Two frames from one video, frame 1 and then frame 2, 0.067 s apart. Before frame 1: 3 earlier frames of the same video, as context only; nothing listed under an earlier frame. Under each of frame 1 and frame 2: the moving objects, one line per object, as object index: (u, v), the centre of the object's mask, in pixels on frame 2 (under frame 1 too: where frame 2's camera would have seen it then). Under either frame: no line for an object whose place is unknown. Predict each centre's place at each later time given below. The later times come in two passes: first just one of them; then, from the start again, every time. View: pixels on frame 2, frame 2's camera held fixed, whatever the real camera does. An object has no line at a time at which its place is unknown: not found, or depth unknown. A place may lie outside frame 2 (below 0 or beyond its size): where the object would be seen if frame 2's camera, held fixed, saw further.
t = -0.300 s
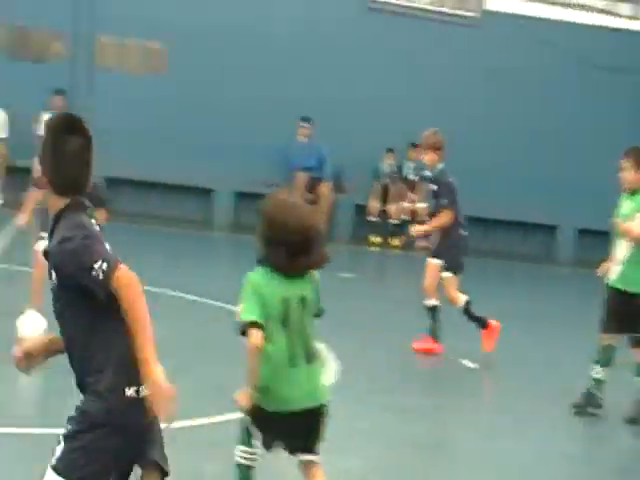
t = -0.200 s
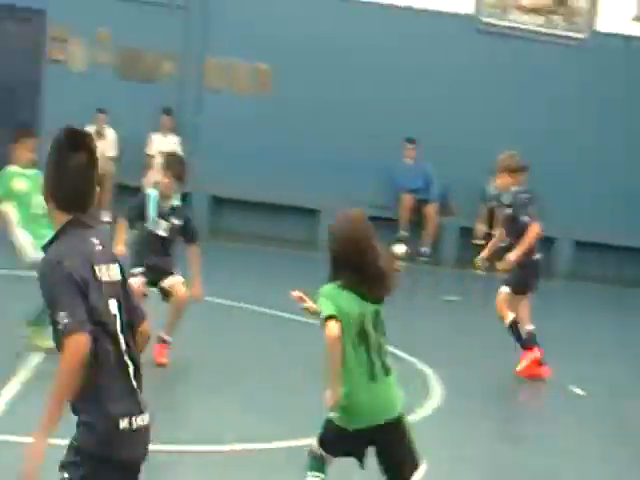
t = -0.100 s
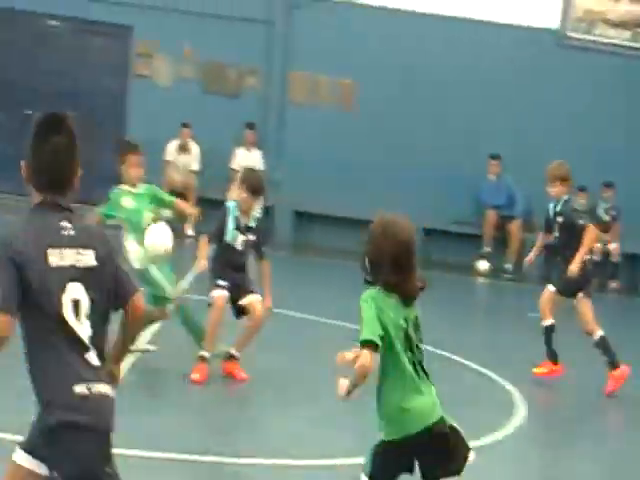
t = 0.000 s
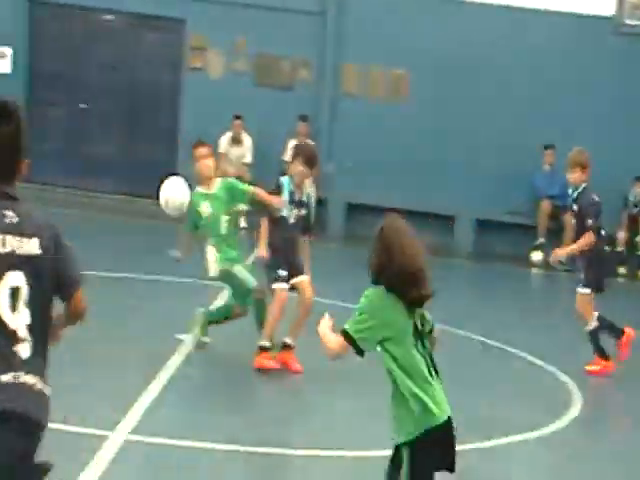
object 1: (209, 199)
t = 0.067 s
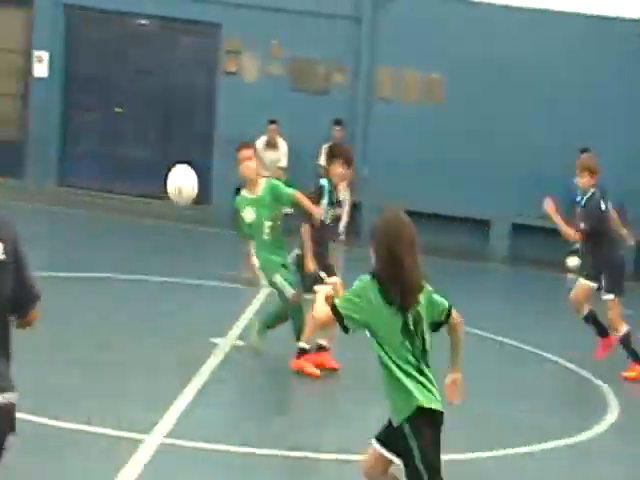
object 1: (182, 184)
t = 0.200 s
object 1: (121, 181)
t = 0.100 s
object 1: (167, 180)
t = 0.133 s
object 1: (152, 178)
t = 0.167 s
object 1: (137, 178)
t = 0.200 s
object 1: (121, 181)
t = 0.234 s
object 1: (104, 186)
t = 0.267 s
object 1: (87, 195)
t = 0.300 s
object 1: (69, 205)
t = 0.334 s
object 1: (52, 219)
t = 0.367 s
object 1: (34, 235)
